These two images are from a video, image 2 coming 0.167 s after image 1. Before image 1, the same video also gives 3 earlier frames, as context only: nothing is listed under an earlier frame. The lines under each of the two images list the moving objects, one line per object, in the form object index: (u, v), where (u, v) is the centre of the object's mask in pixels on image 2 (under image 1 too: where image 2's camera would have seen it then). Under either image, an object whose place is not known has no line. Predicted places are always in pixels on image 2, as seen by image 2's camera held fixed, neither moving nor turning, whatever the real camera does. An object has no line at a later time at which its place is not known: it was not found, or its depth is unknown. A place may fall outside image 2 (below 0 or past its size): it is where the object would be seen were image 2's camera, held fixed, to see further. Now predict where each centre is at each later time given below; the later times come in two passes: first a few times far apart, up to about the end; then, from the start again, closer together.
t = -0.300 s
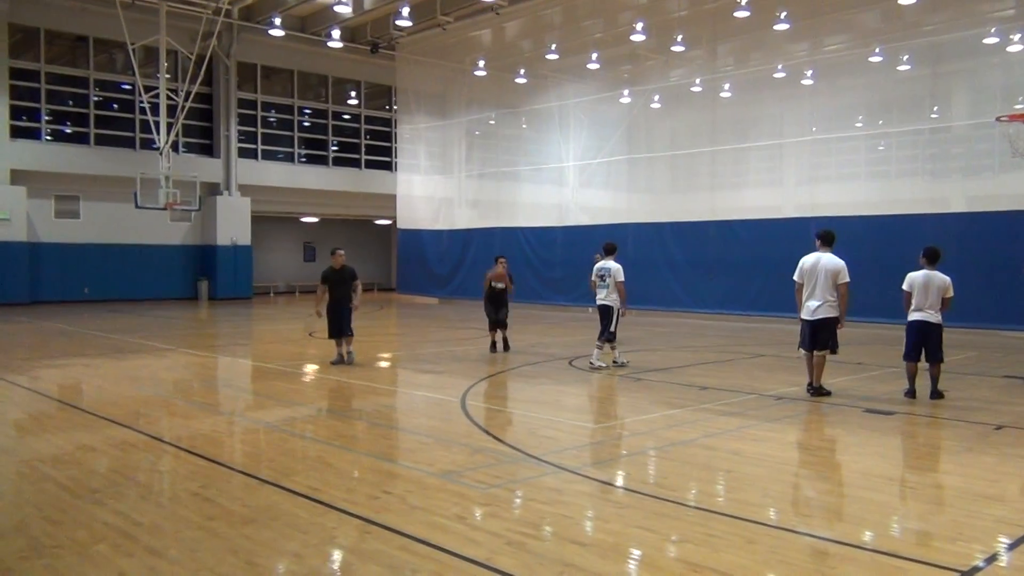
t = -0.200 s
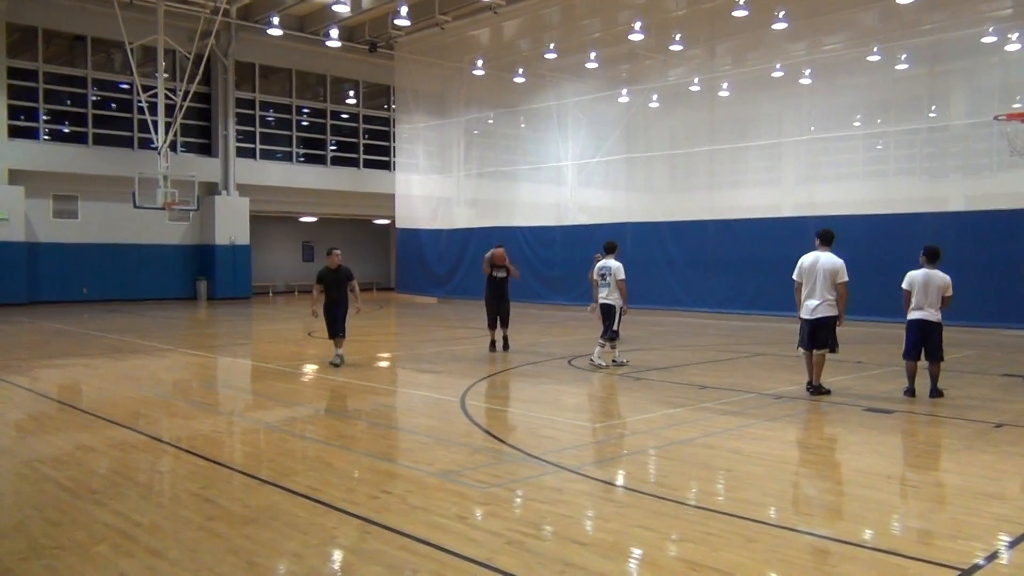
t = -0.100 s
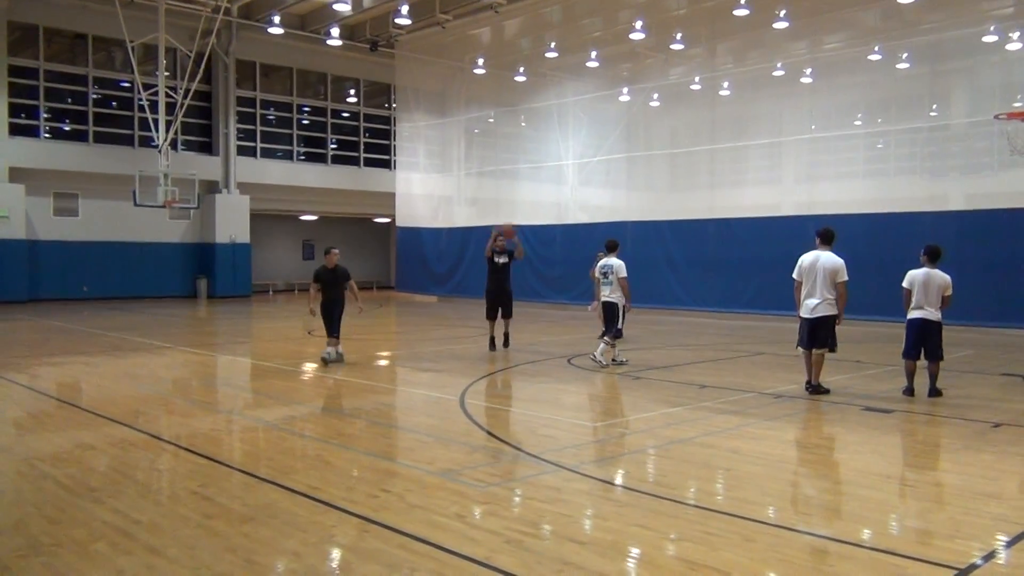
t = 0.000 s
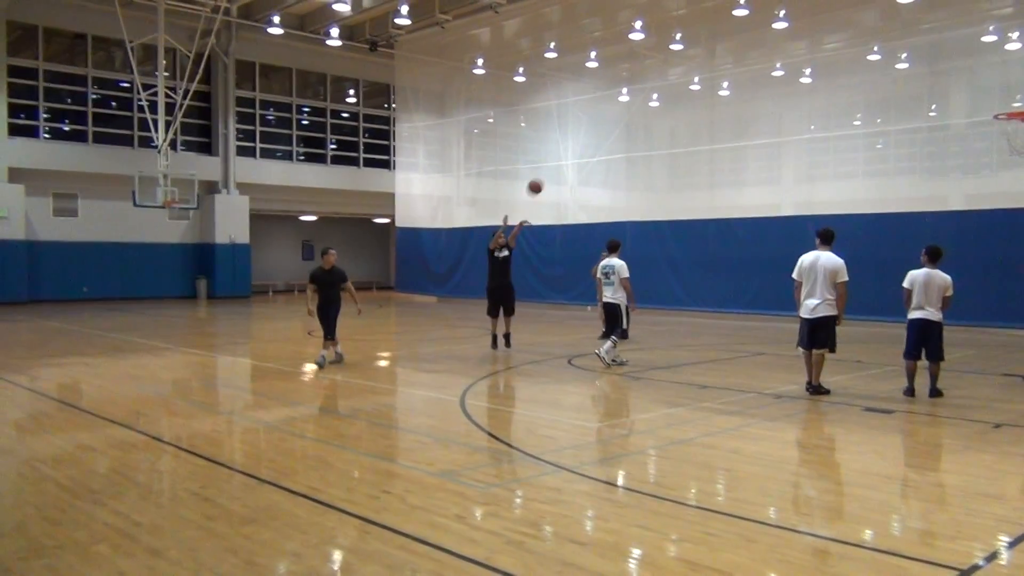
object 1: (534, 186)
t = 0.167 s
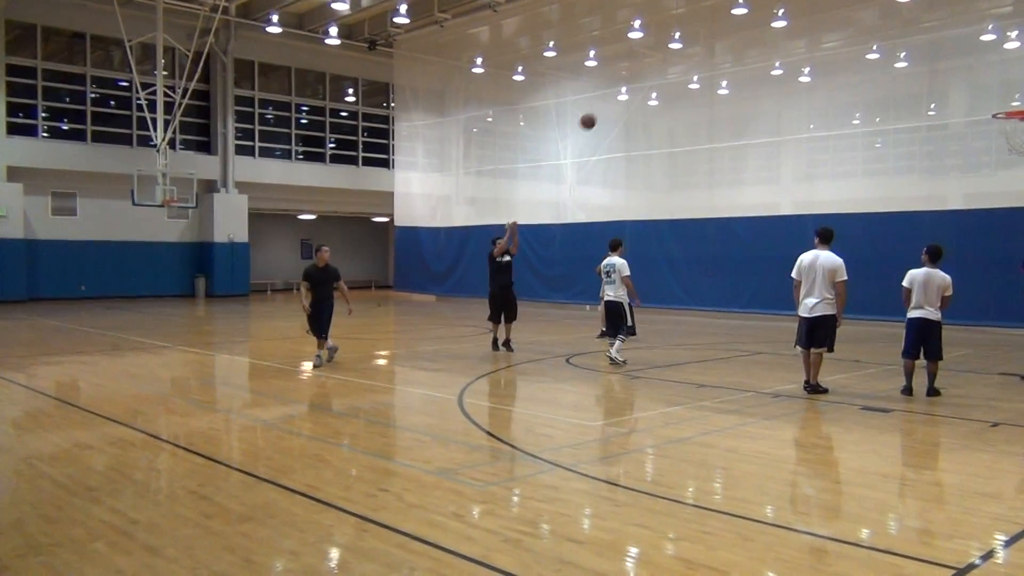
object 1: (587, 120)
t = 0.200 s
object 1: (599, 110)
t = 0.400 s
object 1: (670, 56)
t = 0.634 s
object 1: (761, 21)
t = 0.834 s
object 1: (847, 23)
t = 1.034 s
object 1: (942, 62)
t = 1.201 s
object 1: (1021, 127)
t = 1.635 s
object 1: (1021, 201)
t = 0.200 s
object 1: (599, 110)
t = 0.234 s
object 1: (610, 99)
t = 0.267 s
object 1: (622, 89)
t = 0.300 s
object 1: (633, 79)
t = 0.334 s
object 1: (646, 71)
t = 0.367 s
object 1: (658, 63)
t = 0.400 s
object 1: (670, 56)
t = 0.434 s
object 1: (683, 48)
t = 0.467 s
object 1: (695, 41)
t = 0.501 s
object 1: (708, 35)
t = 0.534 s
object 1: (721, 31)
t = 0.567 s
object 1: (734, 28)
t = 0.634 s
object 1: (761, 21)
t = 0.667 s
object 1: (774, 19)
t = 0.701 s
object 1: (789, 18)
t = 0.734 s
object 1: (803, 18)
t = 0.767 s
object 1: (818, 19)
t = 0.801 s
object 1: (832, 21)
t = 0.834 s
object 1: (847, 23)
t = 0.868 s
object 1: (862, 27)
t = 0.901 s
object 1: (877, 32)
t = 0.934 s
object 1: (893, 37)
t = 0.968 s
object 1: (909, 44)
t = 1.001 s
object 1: (925, 53)
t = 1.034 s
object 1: (942, 62)
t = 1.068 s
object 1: (958, 72)
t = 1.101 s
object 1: (973, 83)
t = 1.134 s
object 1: (991, 94)
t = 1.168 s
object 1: (1007, 105)
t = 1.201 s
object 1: (1021, 127)
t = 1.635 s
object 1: (1021, 201)
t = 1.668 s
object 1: (1019, 212)
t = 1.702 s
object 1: (1017, 225)
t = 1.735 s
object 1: (1015, 239)
